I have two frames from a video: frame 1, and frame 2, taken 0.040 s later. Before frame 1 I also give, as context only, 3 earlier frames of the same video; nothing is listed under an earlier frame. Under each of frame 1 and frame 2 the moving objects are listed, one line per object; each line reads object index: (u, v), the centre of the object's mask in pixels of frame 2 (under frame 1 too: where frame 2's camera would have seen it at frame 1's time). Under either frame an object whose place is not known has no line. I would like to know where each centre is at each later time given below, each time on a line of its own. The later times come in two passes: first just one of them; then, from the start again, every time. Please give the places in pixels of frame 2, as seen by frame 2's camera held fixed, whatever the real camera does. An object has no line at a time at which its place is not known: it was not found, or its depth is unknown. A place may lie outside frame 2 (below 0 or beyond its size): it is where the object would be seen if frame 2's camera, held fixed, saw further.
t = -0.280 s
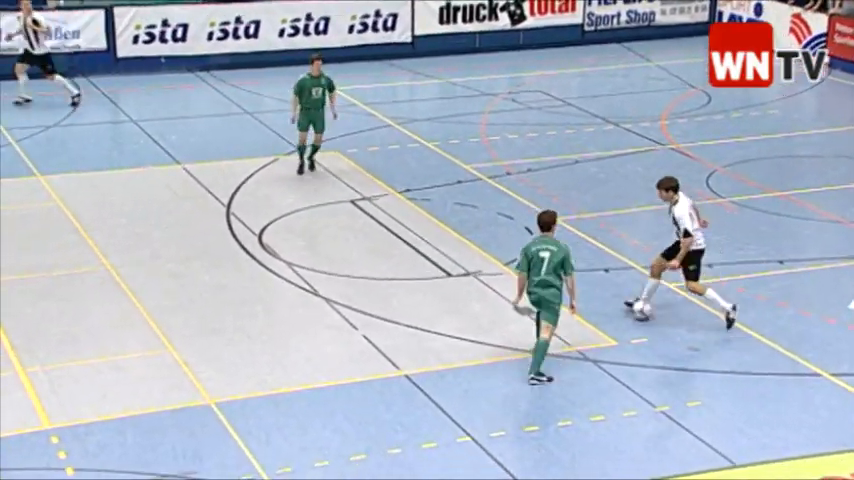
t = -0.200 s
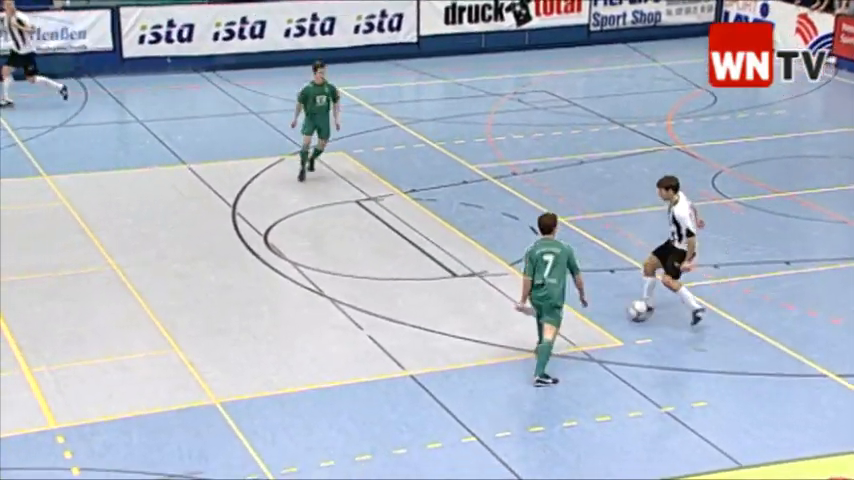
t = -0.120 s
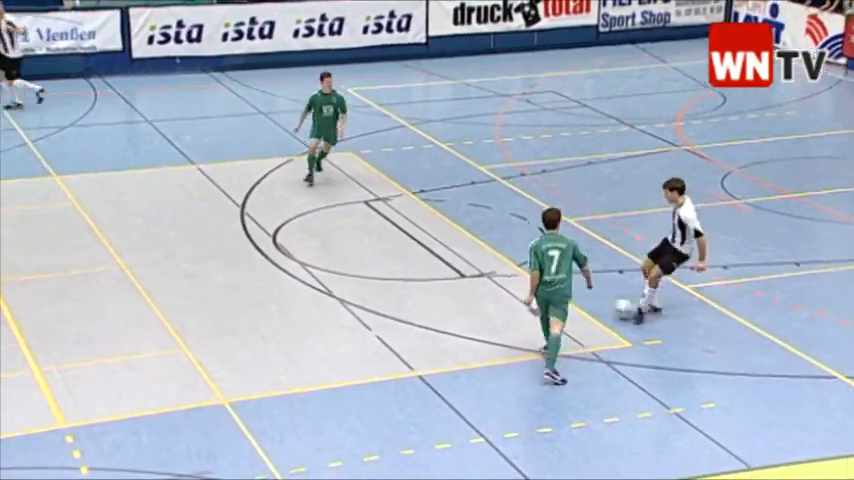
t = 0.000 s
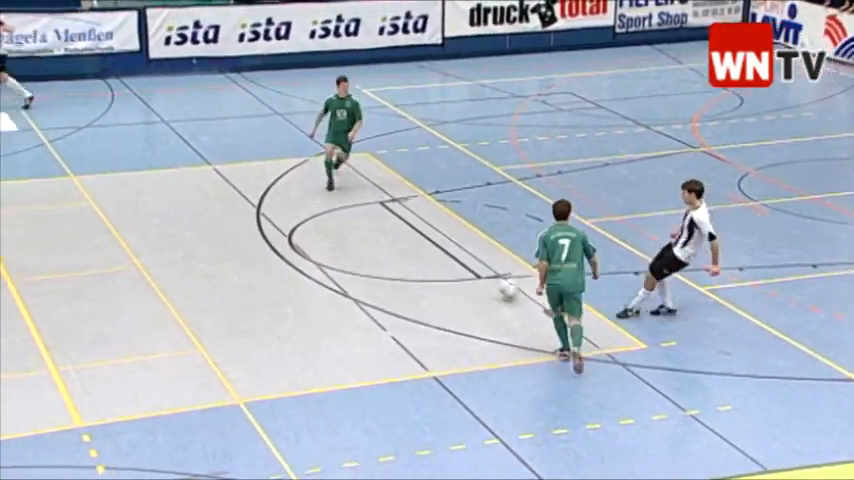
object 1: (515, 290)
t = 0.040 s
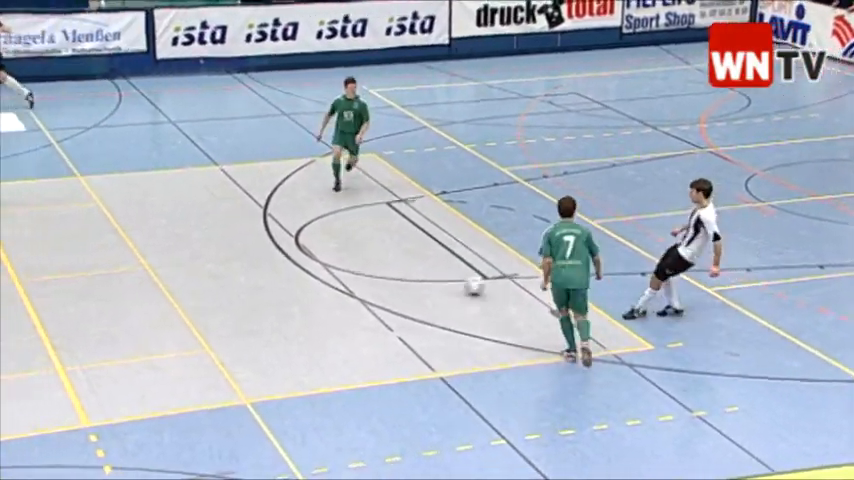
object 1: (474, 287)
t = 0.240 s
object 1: (301, 261)
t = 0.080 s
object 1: (437, 280)
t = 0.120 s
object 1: (402, 274)
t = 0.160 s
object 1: (367, 268)
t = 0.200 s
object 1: (333, 265)
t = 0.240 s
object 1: (301, 261)
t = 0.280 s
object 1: (272, 256)
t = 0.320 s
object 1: (243, 250)
